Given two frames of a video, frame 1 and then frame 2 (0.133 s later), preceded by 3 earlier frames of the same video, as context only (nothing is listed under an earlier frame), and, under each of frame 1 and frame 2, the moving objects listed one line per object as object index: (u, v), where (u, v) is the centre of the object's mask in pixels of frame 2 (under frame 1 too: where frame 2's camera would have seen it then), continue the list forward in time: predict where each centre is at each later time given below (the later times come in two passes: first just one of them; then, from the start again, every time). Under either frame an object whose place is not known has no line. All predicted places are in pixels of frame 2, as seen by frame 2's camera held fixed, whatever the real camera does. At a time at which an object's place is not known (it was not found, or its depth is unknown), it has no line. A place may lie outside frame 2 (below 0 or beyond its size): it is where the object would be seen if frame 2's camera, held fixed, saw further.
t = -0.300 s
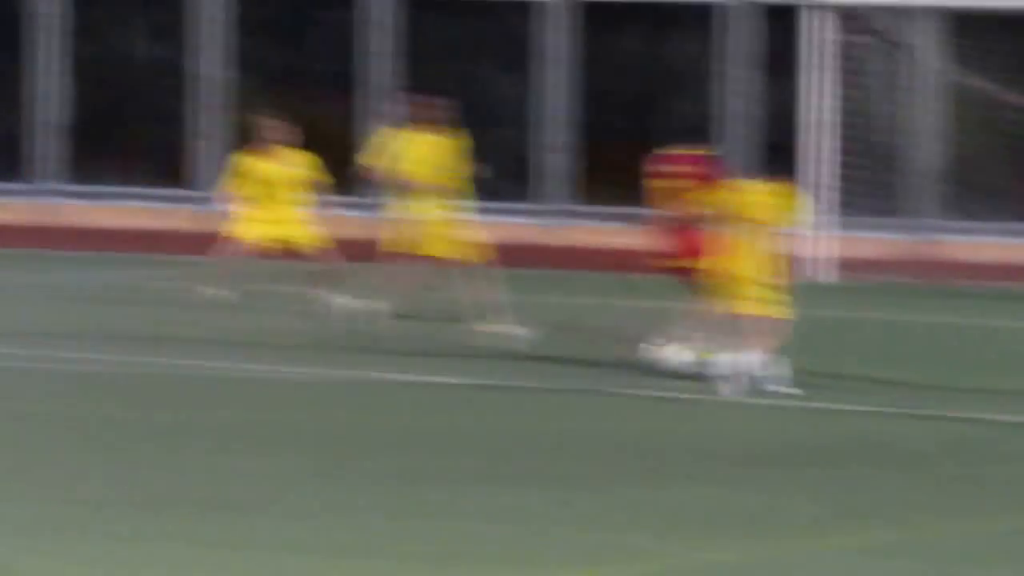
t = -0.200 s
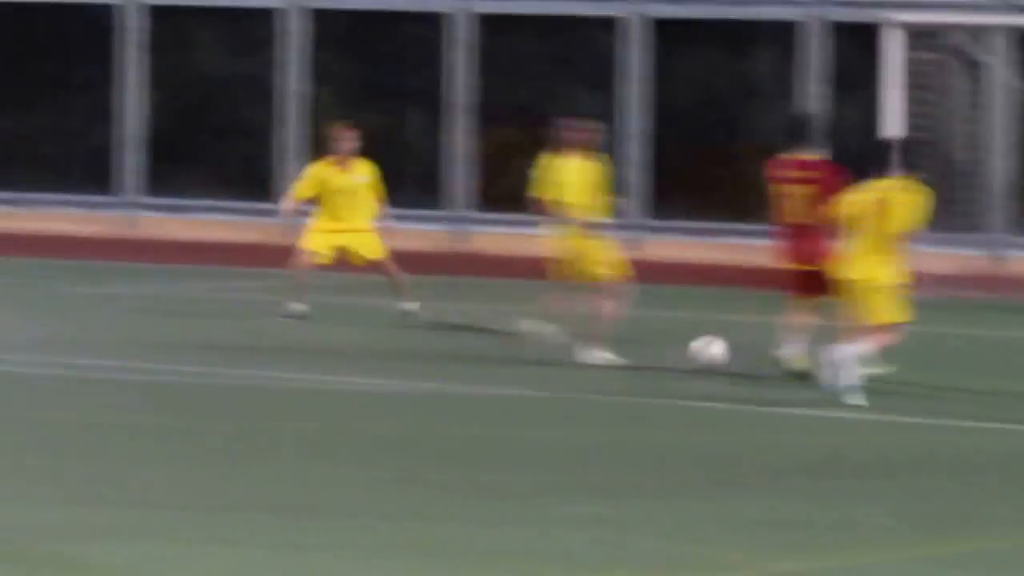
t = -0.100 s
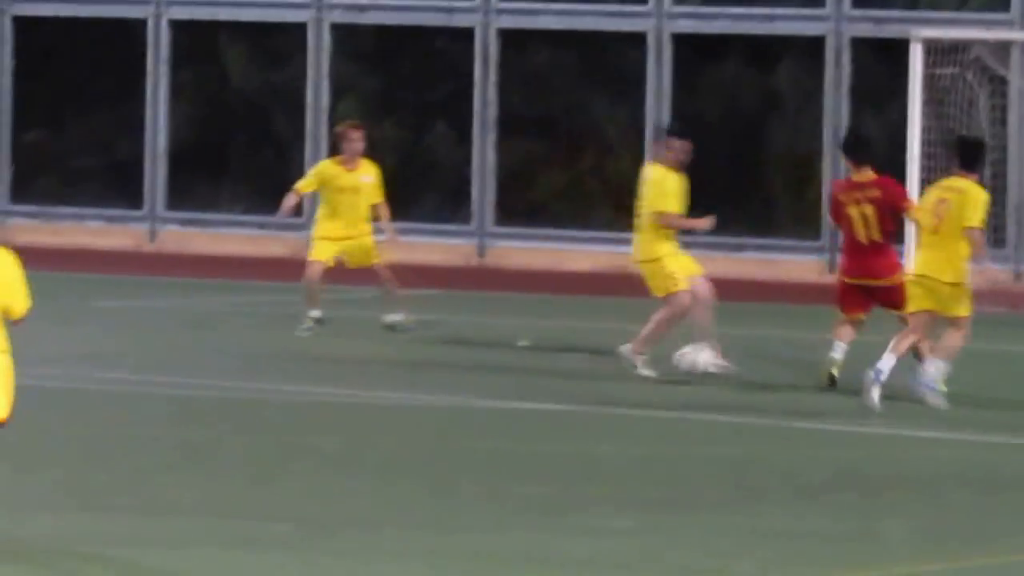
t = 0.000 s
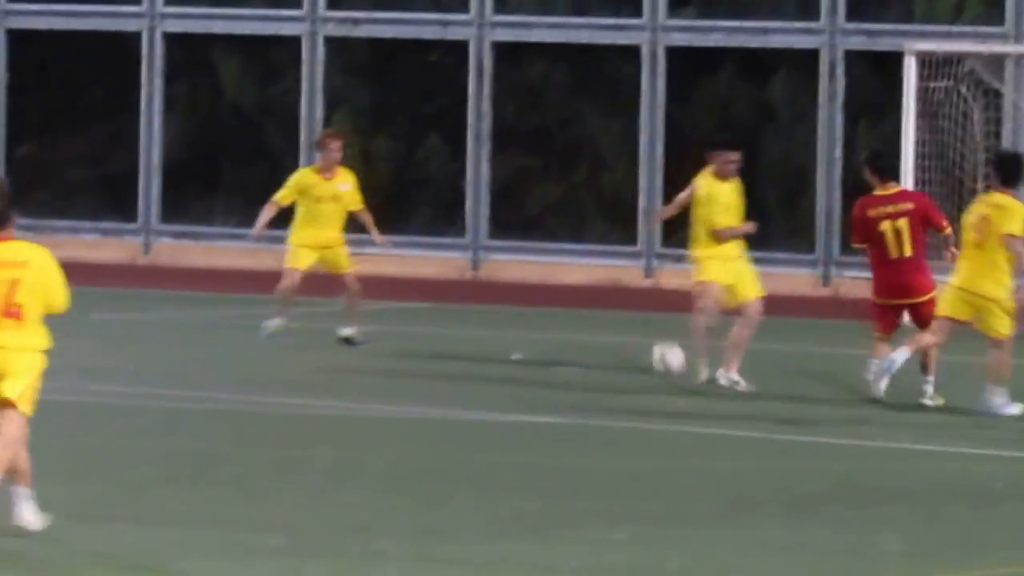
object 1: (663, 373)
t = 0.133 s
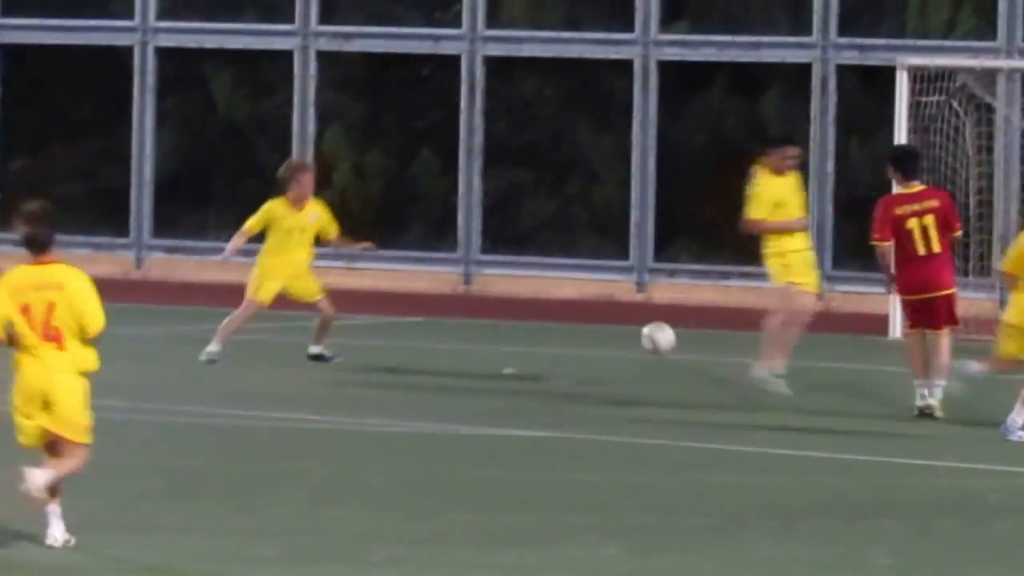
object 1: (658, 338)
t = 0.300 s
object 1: (649, 331)
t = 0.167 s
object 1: (657, 334)
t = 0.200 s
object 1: (655, 330)
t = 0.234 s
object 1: (653, 329)
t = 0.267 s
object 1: (651, 329)
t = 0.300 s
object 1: (649, 331)
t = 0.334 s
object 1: (647, 334)
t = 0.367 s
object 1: (646, 339)
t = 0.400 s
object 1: (644, 346)
